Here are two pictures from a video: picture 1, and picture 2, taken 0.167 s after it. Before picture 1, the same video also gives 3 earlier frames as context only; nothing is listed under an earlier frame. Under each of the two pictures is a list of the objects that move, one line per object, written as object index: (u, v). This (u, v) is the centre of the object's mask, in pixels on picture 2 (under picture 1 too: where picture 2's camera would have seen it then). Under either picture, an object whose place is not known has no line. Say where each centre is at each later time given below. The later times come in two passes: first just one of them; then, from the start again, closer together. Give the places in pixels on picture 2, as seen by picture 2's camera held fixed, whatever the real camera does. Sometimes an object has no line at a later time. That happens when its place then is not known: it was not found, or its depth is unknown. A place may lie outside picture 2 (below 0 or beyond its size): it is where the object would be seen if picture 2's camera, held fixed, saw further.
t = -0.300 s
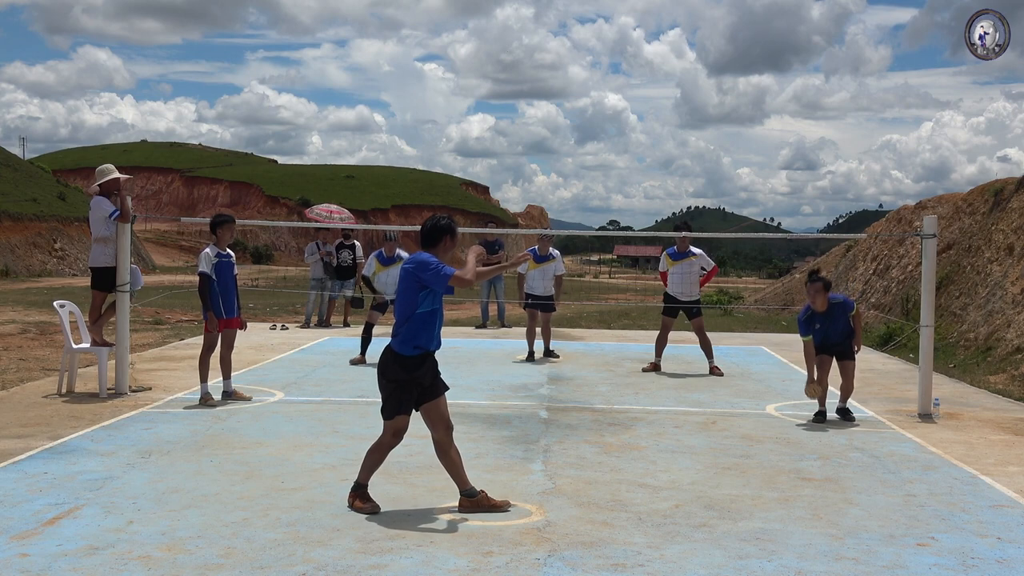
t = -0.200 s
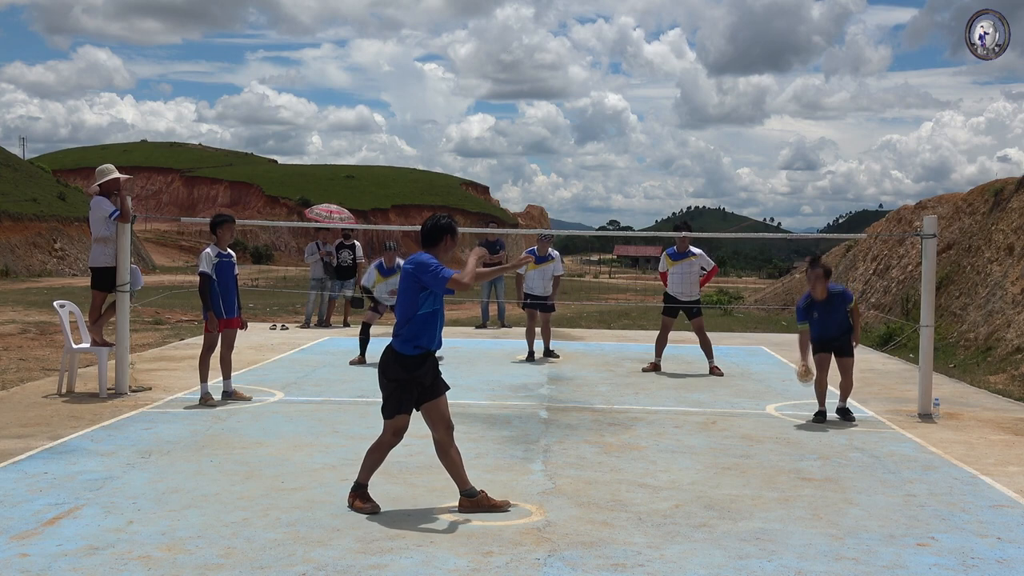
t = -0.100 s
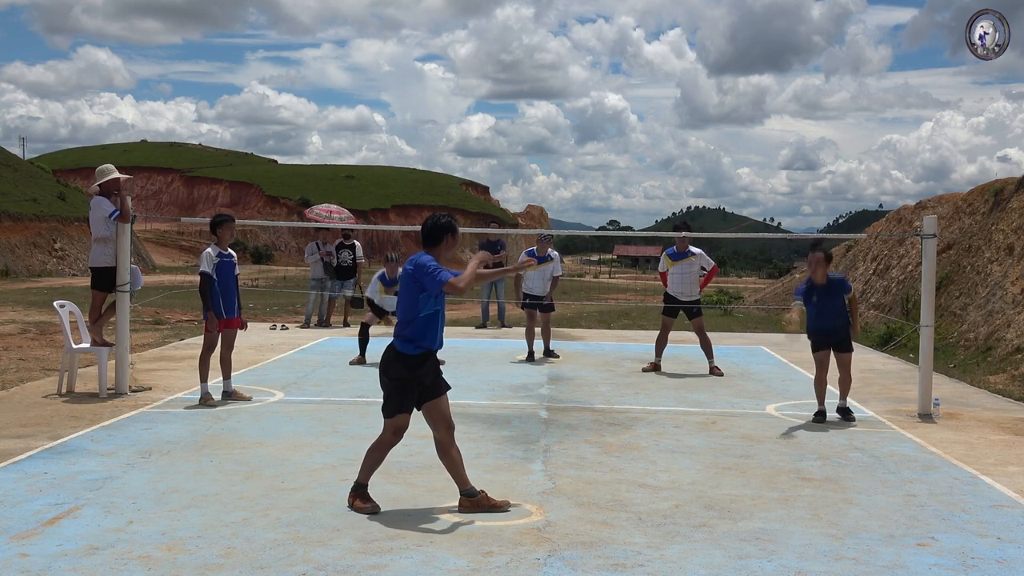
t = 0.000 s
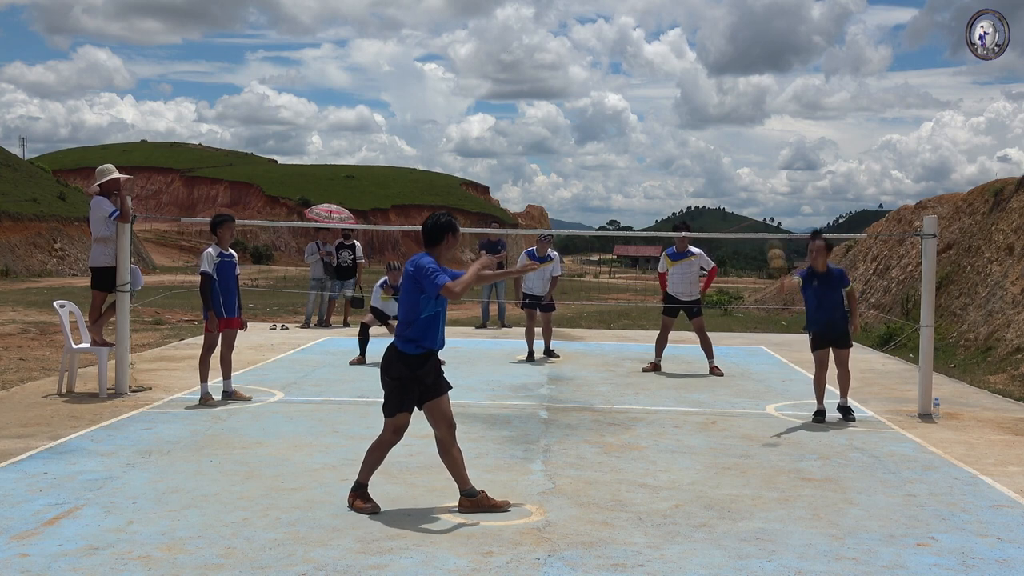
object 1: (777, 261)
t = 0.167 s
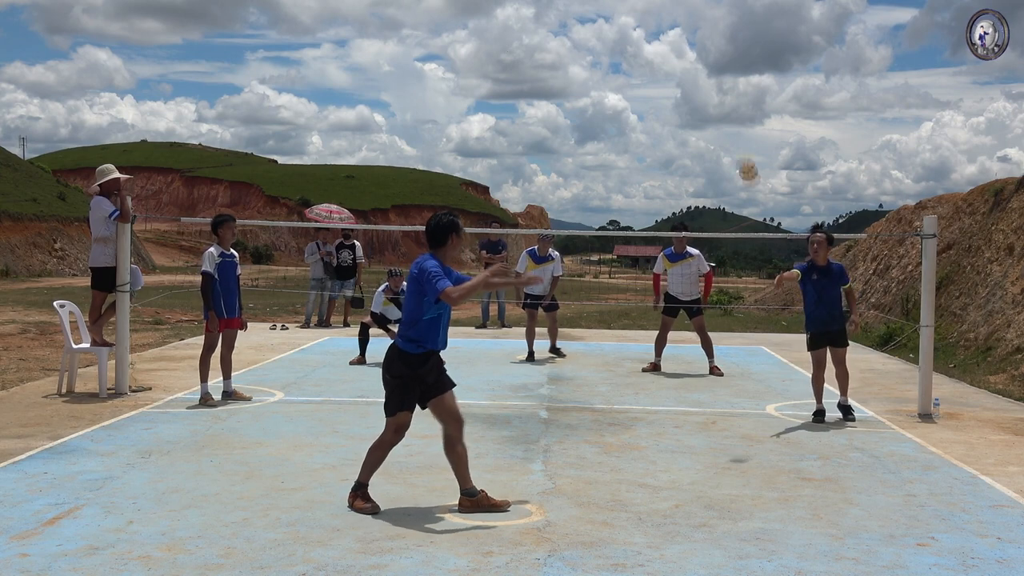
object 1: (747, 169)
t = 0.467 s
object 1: (686, 96)
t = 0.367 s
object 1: (709, 107)
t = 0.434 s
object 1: (694, 98)
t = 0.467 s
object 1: (686, 96)
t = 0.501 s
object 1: (678, 95)
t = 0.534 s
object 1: (670, 96)
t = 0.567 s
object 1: (661, 99)
